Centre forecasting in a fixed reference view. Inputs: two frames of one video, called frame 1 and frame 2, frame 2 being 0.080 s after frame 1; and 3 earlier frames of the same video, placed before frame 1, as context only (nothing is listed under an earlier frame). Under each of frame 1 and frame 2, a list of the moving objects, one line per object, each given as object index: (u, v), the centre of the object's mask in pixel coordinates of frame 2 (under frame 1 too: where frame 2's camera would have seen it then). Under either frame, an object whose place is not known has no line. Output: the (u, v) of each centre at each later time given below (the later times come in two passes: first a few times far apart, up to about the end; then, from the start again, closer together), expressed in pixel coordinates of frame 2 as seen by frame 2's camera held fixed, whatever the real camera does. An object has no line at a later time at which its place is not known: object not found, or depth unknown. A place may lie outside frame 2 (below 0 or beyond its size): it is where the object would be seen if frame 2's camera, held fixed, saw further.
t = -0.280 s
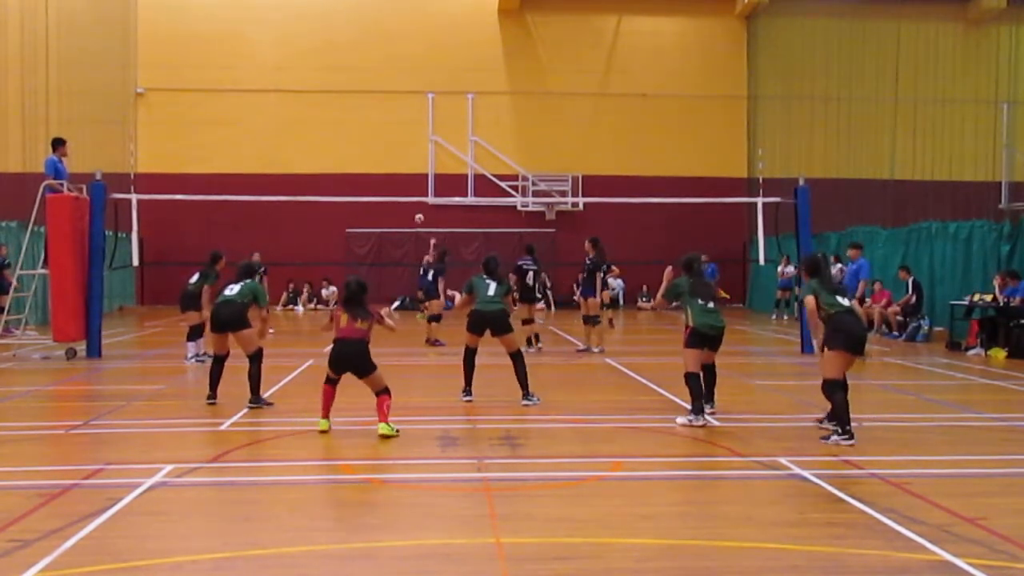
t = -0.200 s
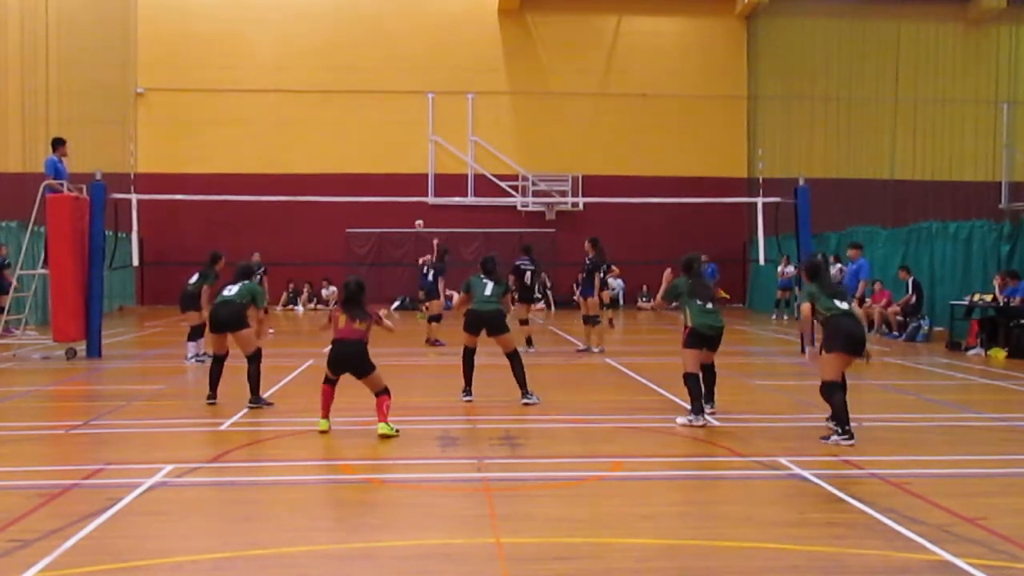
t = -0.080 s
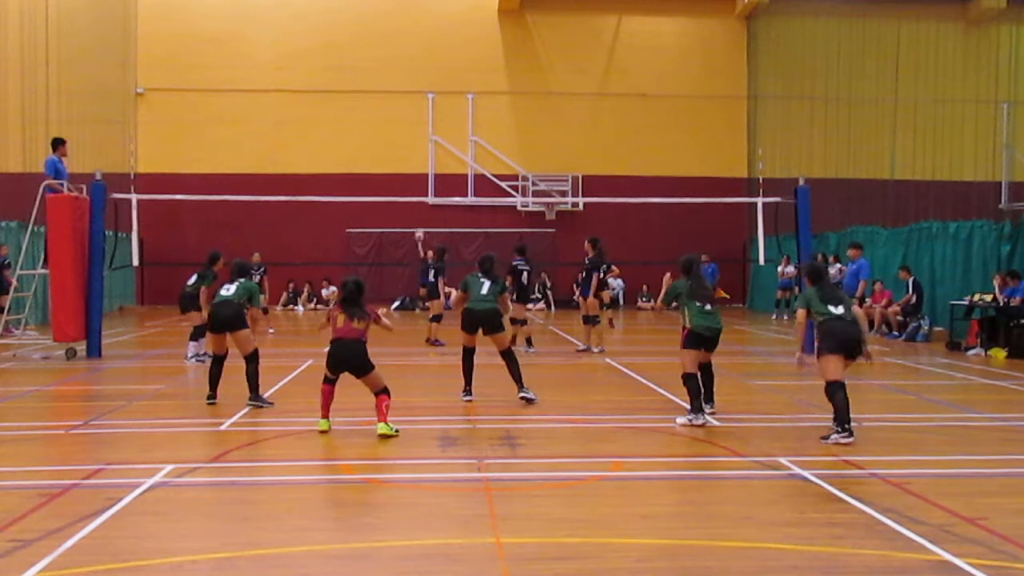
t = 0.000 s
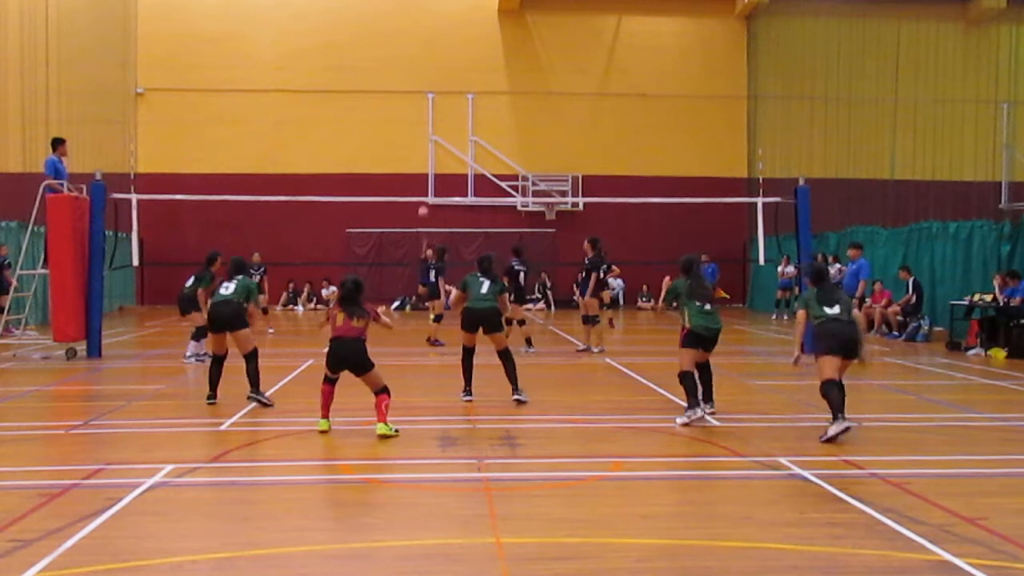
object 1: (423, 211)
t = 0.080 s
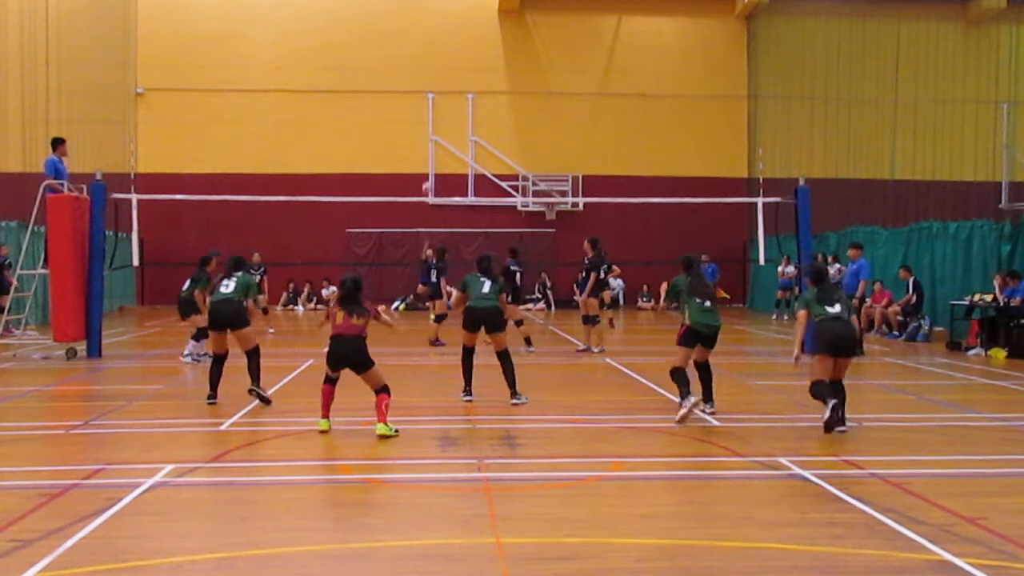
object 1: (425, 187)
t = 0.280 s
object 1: (433, 132)
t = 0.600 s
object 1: (440, 63)
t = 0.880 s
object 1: (442, 44)
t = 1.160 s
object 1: (445, 85)
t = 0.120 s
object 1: (426, 175)
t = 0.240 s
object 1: (432, 142)
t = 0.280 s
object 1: (433, 132)
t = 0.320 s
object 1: (435, 121)
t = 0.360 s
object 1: (436, 112)
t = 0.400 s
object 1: (437, 101)
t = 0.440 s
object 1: (438, 93)
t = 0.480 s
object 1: (439, 85)
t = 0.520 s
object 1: (440, 77)
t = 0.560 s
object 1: (440, 70)
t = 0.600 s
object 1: (440, 63)
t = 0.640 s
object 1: (440, 58)
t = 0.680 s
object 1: (440, 53)
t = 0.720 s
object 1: (440, 50)
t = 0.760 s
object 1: (441, 47)
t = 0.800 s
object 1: (442, 45)
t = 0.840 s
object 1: (442, 45)
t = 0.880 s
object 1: (442, 44)
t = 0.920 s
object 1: (442, 45)
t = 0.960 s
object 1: (444, 48)
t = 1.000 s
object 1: (444, 53)
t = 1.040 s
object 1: (445, 58)
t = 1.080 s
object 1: (445, 66)
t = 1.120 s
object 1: (445, 75)
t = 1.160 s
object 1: (445, 85)
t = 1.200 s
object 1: (446, 98)
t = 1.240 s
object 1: (447, 113)
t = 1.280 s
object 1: (448, 131)
